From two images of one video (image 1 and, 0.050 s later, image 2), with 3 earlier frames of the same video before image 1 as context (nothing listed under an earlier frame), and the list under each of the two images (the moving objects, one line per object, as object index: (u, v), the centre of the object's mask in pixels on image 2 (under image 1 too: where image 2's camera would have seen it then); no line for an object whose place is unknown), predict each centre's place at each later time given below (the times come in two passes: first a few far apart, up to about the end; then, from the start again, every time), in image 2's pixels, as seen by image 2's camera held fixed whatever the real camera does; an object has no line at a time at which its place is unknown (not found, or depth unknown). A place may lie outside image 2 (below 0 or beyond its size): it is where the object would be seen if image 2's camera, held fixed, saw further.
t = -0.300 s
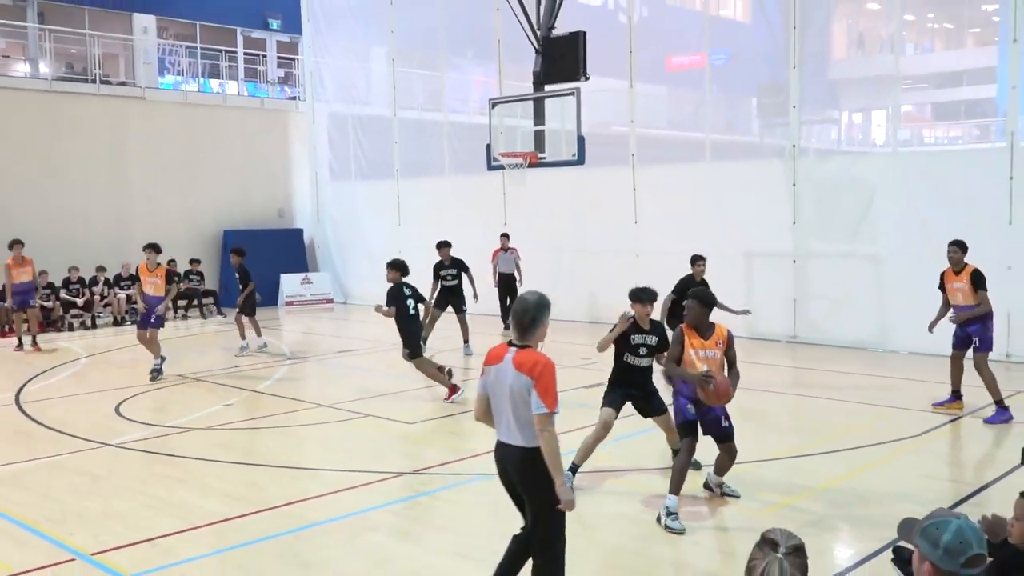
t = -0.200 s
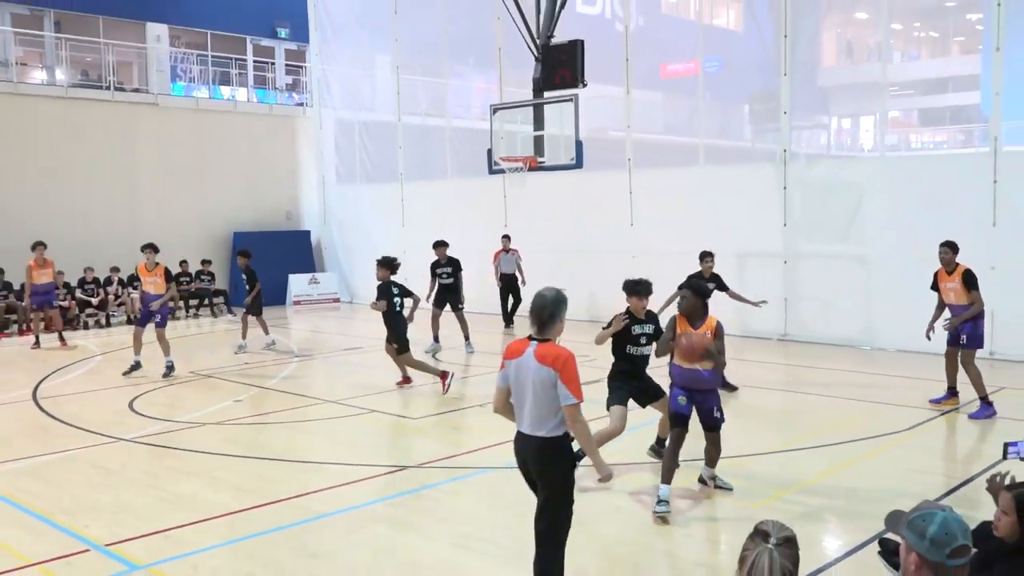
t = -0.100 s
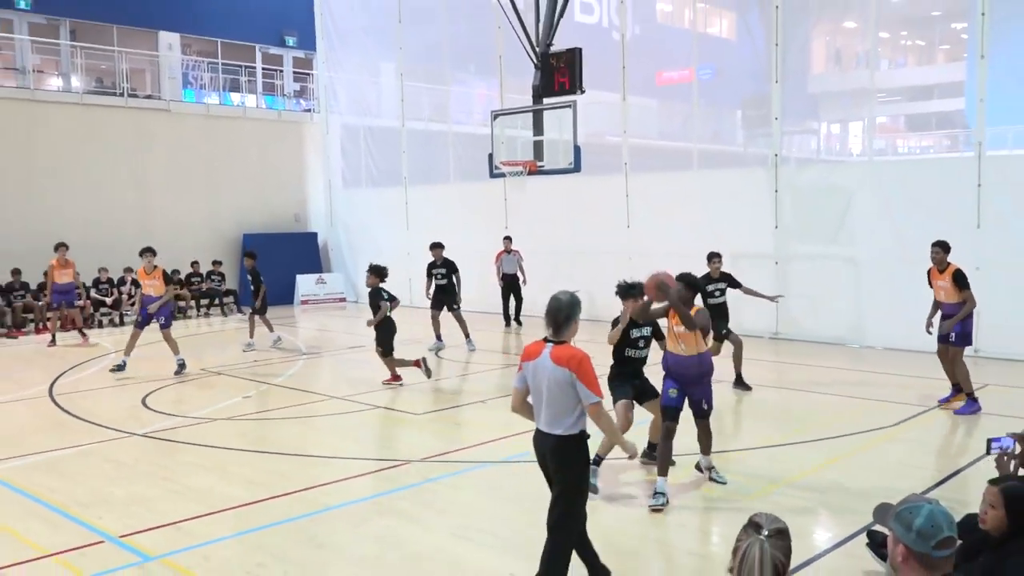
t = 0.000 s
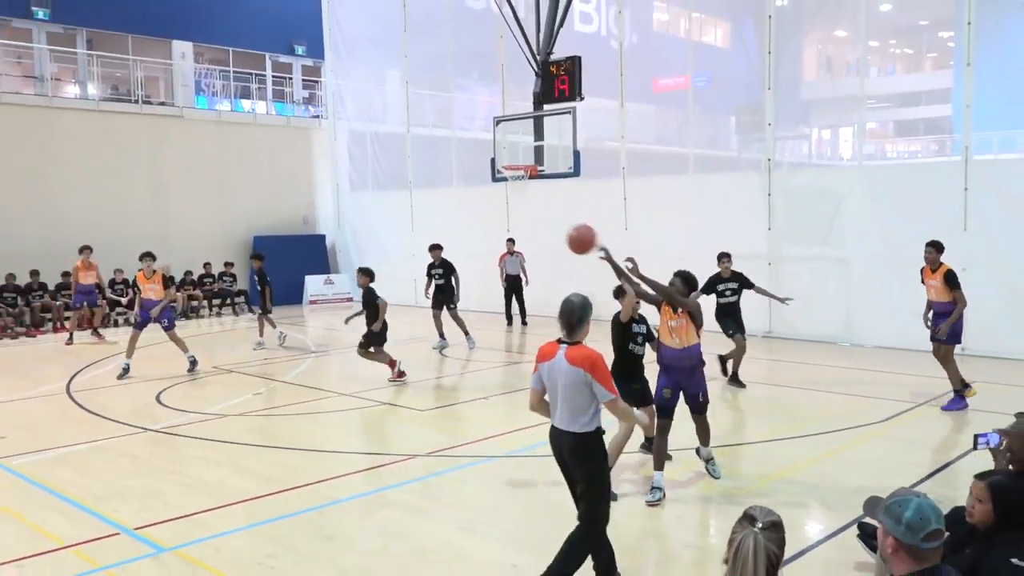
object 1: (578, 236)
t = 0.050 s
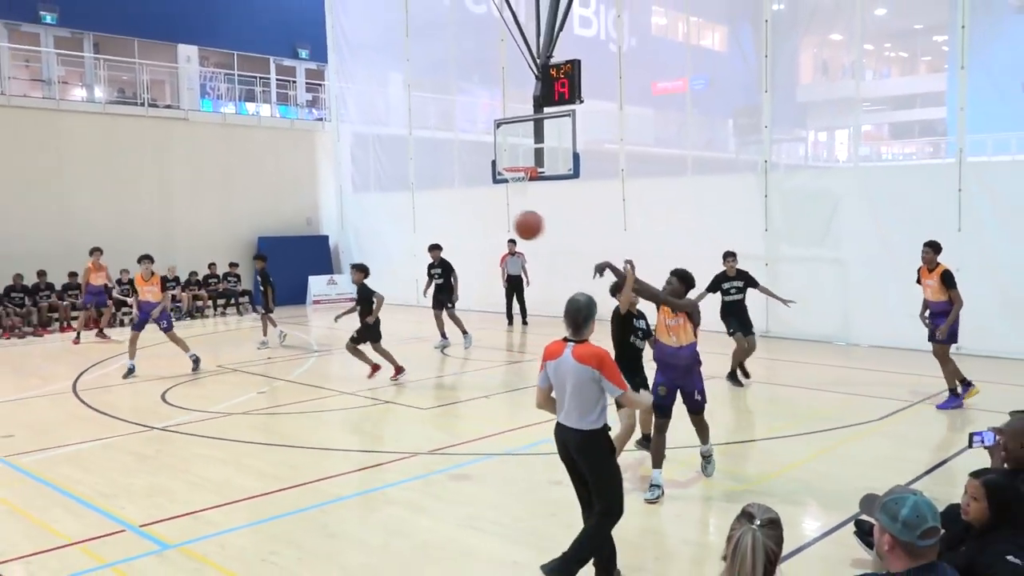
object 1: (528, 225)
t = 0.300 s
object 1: (285, 199)
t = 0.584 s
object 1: (45, 254)
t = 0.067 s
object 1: (511, 220)
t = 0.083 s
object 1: (494, 217)
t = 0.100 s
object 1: (477, 213)
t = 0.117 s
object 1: (460, 210)
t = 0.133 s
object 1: (444, 207)
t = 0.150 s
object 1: (427, 205)
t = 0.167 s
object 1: (411, 203)
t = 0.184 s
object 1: (394, 201)
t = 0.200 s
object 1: (378, 200)
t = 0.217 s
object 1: (362, 199)
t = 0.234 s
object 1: (347, 198)
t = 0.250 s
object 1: (331, 199)
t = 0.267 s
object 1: (315, 198)
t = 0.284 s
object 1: (301, 198)
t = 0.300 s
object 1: (285, 199)
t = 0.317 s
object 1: (270, 200)
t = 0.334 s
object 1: (256, 201)
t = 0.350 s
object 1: (241, 203)
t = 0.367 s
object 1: (226, 205)
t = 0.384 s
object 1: (211, 207)
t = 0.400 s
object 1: (197, 209)
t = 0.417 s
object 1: (183, 212)
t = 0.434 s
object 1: (169, 215)
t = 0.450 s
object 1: (155, 218)
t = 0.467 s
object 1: (140, 222)
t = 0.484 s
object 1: (126, 225)
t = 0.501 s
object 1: (113, 230)
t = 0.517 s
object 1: (100, 234)
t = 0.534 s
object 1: (86, 239)
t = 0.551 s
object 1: (72, 244)
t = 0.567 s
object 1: (59, 249)
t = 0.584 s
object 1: (45, 254)
